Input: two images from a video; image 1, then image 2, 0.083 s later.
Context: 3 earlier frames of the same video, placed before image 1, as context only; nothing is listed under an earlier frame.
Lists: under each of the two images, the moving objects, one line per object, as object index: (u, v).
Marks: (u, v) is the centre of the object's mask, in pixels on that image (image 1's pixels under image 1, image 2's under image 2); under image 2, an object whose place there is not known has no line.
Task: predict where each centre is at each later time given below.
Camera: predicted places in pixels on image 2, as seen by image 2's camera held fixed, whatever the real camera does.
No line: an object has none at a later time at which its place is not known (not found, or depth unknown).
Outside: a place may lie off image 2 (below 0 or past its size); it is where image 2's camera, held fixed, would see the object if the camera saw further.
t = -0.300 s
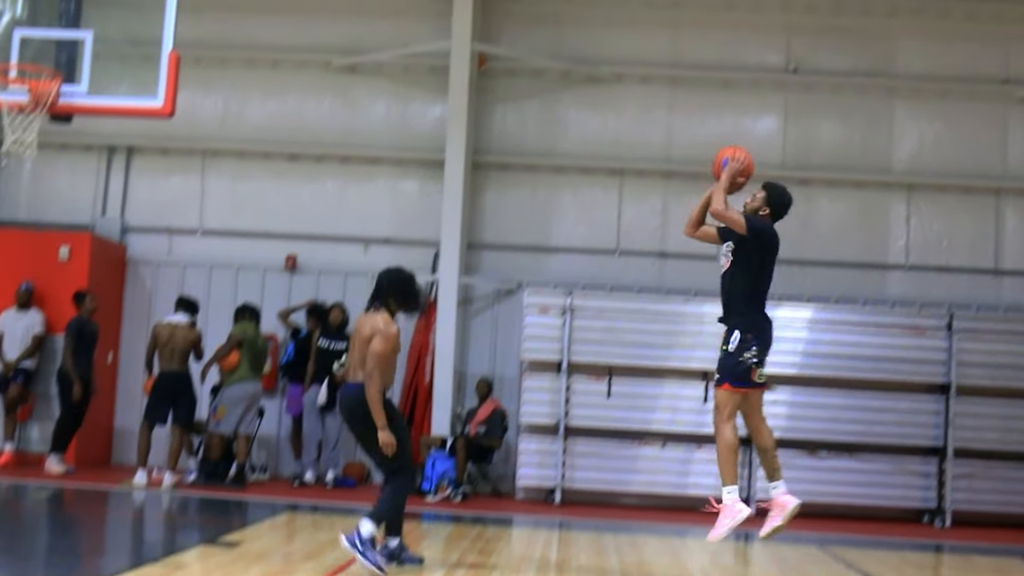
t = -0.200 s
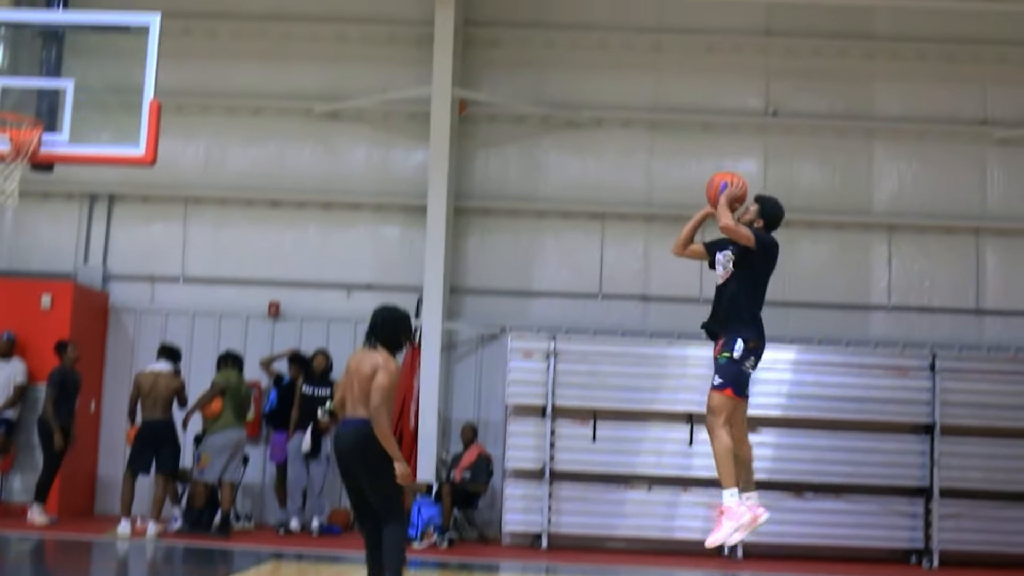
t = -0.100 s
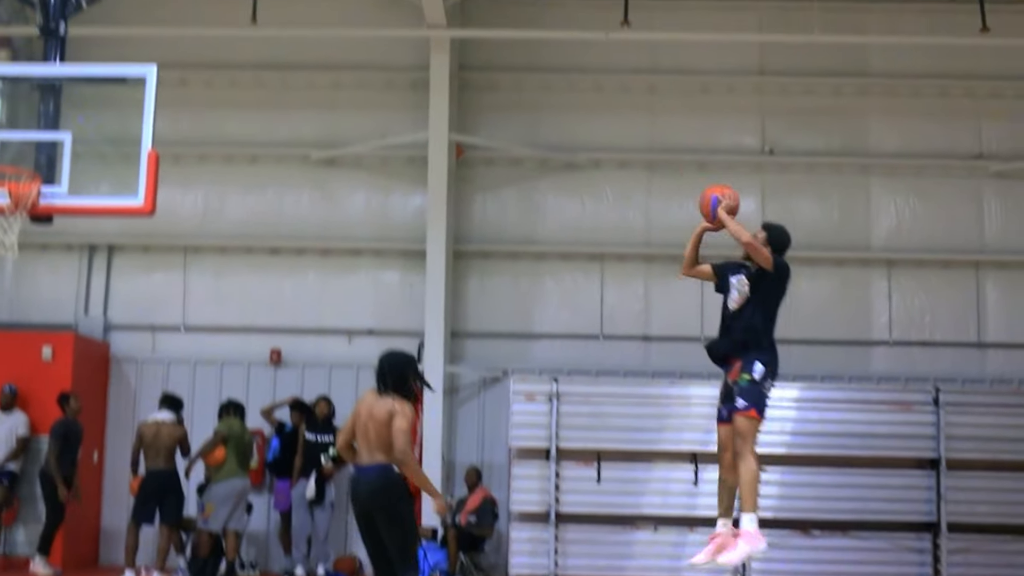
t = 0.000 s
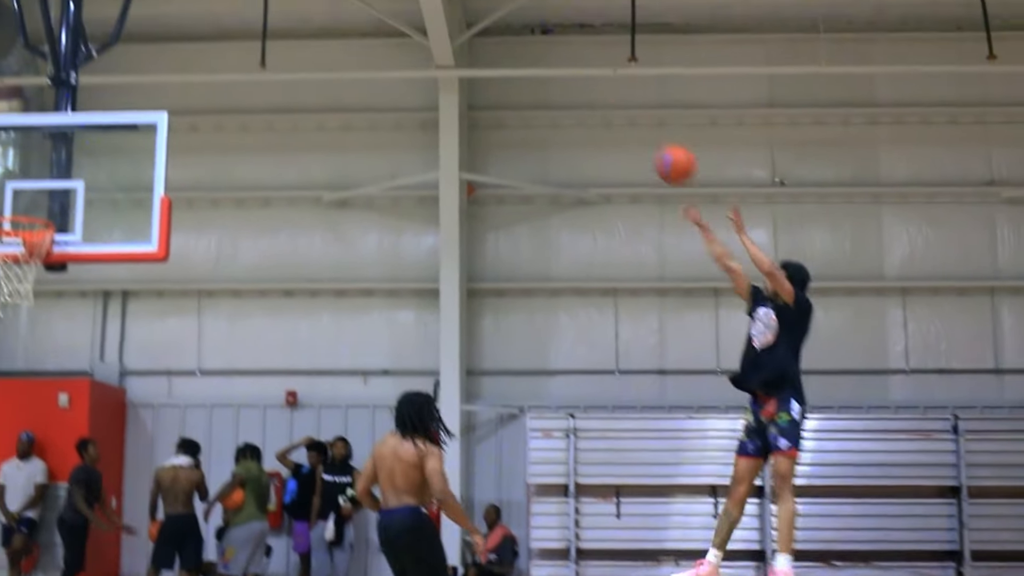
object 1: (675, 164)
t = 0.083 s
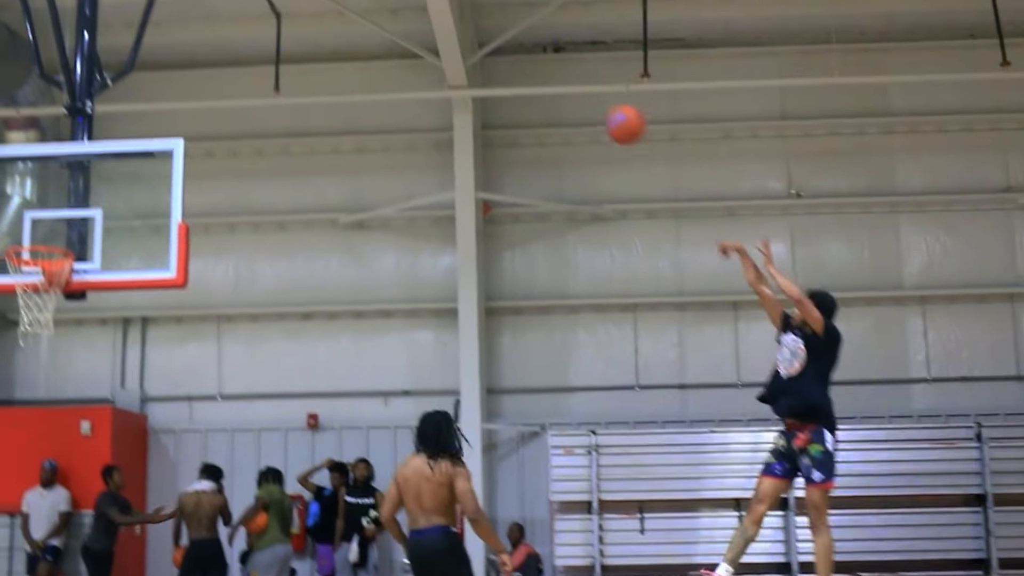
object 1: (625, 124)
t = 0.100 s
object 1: (612, 115)
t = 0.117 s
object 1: (600, 107)
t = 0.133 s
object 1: (586, 98)
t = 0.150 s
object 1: (573, 89)
